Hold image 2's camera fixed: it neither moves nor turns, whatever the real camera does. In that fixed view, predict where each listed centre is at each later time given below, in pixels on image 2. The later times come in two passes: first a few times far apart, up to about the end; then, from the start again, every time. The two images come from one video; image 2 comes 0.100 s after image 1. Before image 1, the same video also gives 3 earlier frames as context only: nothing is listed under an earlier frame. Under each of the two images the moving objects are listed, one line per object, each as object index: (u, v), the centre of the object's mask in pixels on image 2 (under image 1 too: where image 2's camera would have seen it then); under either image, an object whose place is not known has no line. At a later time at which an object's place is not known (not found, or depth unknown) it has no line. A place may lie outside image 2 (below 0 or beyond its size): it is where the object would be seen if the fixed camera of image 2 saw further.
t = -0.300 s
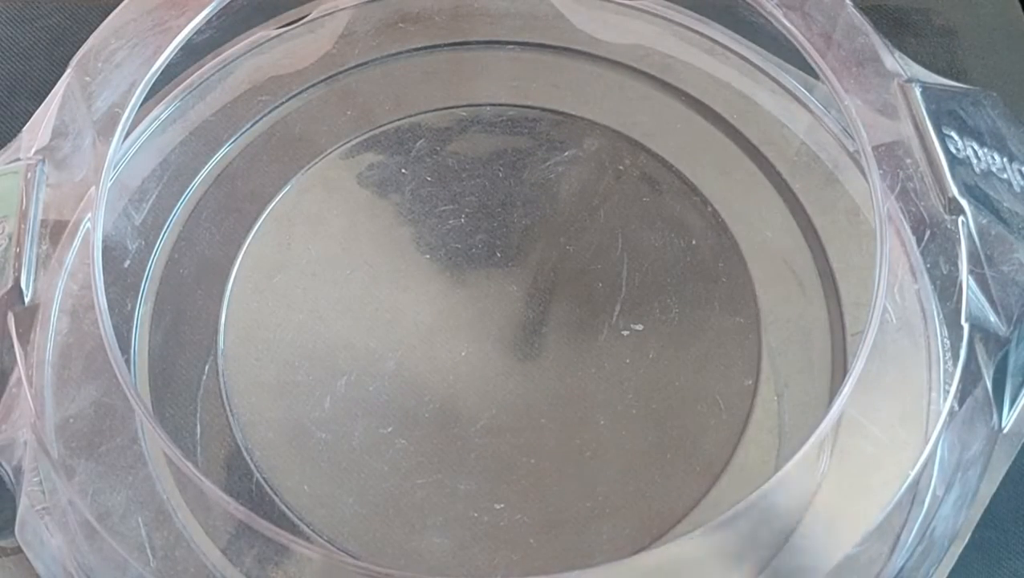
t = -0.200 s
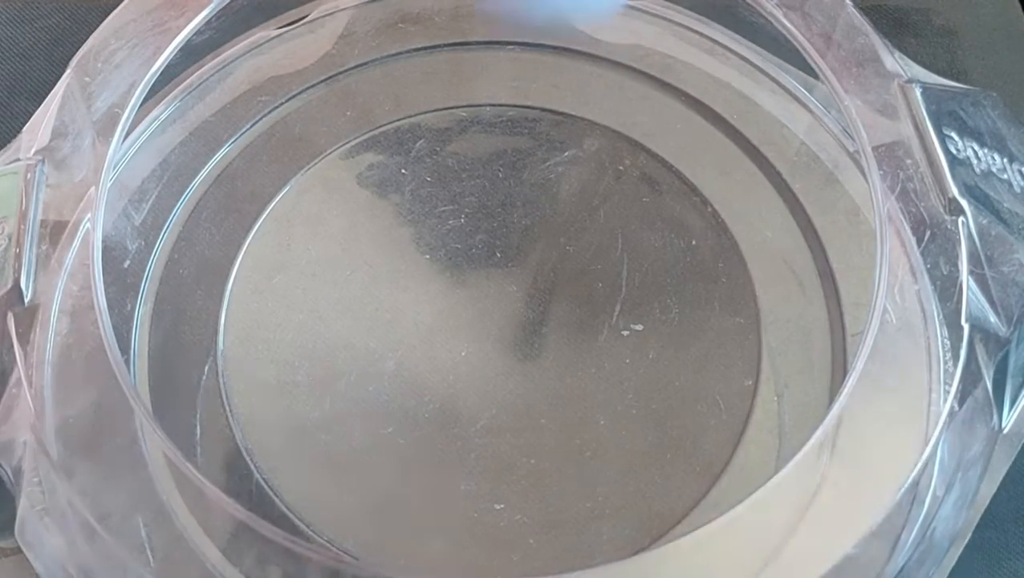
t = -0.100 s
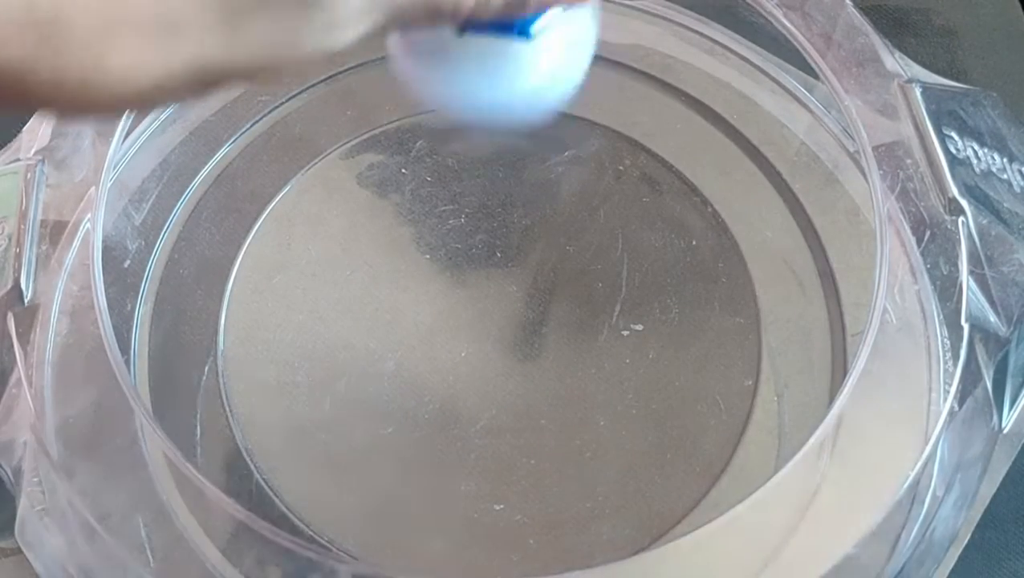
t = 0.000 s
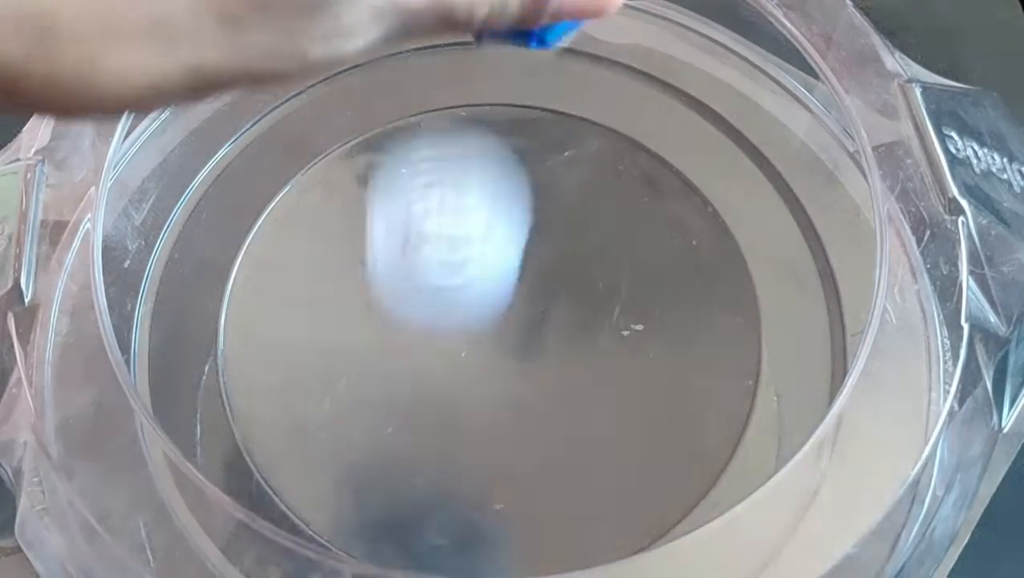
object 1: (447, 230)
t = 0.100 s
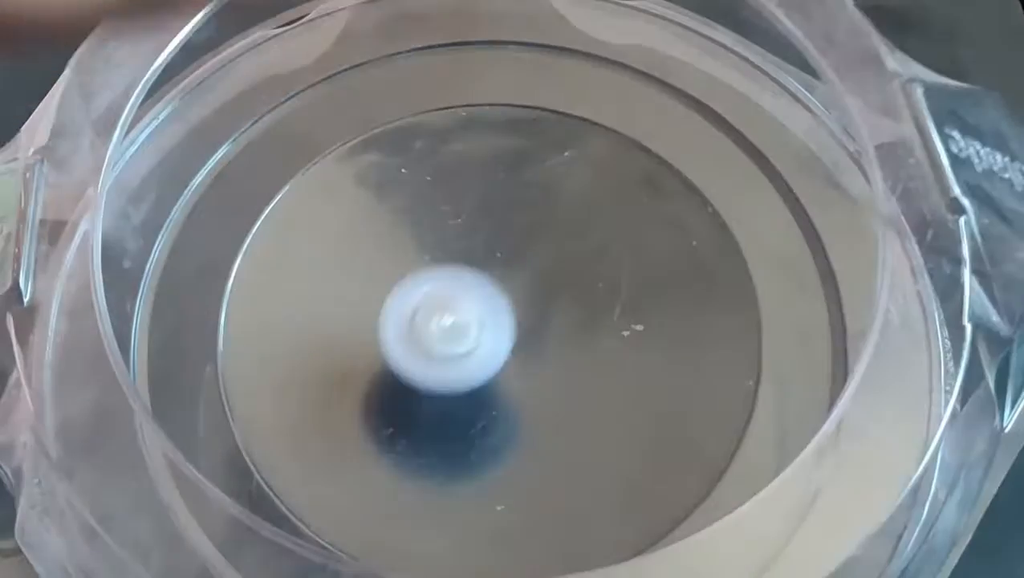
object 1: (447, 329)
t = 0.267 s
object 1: (509, 322)
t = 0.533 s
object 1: (528, 266)
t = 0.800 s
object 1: (484, 288)
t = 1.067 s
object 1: (483, 322)
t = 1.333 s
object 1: (505, 327)
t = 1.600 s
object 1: (519, 324)
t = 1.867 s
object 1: (523, 321)
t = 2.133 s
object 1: (519, 321)
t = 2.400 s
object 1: (513, 326)
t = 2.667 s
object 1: (505, 333)
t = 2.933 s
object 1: (498, 340)
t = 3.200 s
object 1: (493, 345)
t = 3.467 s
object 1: (490, 348)
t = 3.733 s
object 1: (487, 346)
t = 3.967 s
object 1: (484, 342)
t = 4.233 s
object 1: (480, 335)
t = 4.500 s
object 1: (477, 328)
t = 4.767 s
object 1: (475, 322)
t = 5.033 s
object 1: (475, 317)
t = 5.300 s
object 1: (478, 313)
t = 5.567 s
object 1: (483, 311)
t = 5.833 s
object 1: (490, 310)
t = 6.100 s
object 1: (497, 310)
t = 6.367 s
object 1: (502, 311)
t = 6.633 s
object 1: (507, 314)
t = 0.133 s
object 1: (456, 322)
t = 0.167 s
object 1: (467, 328)
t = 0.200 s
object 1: (480, 331)
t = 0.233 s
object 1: (495, 328)
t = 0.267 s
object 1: (509, 322)
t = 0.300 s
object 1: (520, 315)
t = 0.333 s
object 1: (529, 307)
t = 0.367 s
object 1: (535, 299)
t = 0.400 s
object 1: (539, 290)
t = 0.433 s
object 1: (540, 281)
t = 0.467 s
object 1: (537, 274)
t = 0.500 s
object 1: (533, 269)
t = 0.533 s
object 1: (528, 266)
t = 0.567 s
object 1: (523, 264)
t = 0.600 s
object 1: (518, 264)
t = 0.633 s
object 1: (513, 265)
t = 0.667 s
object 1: (508, 268)
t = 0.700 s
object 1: (503, 271)
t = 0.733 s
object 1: (496, 276)
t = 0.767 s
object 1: (490, 282)
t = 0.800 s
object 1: (484, 288)
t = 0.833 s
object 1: (480, 294)
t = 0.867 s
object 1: (476, 300)
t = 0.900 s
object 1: (475, 305)
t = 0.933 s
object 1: (475, 310)
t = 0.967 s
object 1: (476, 314)
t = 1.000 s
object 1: (478, 317)
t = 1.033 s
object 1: (480, 320)
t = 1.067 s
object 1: (483, 322)
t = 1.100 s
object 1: (486, 323)
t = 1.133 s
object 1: (489, 325)
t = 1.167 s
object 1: (492, 325)
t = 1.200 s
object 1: (495, 326)
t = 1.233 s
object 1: (497, 326)
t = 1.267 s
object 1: (500, 327)
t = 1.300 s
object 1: (503, 327)
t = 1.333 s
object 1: (505, 327)
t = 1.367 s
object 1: (507, 327)
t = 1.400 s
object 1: (510, 326)
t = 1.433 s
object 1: (512, 326)
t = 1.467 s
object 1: (513, 326)
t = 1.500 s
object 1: (515, 325)
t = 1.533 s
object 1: (517, 325)
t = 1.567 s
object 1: (518, 325)
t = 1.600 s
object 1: (519, 324)
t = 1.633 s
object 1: (520, 324)
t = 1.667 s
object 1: (521, 323)
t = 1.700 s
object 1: (522, 323)
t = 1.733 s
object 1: (523, 322)
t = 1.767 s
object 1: (523, 322)
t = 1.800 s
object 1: (523, 321)
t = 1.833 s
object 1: (523, 321)
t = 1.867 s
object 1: (523, 321)
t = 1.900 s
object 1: (523, 321)
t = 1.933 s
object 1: (523, 320)
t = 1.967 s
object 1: (523, 320)
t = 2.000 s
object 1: (522, 320)
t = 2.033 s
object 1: (521, 320)
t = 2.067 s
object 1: (521, 320)
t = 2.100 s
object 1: (520, 320)
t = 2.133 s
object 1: (519, 321)
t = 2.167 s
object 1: (519, 321)
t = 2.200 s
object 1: (518, 322)
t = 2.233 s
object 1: (517, 322)
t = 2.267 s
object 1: (516, 323)
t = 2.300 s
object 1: (515, 323)
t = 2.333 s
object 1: (515, 324)
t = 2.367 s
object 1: (514, 325)
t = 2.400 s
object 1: (513, 326)
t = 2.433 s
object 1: (512, 326)
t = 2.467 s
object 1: (511, 327)
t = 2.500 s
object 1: (510, 328)
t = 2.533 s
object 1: (509, 329)
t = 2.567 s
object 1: (508, 330)
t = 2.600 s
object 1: (507, 331)
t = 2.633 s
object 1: (506, 332)
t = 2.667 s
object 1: (505, 333)
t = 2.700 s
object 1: (504, 333)
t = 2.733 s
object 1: (503, 335)
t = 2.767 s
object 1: (502, 335)
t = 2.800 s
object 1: (501, 337)
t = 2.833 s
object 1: (500, 337)
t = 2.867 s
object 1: (500, 339)
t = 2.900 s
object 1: (499, 339)
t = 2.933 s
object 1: (498, 340)
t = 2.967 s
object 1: (497, 341)
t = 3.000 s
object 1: (497, 342)
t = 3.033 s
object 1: (496, 343)
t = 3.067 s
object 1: (496, 343)
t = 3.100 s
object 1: (495, 344)
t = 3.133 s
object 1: (495, 344)
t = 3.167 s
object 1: (494, 345)
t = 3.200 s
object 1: (493, 345)
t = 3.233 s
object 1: (493, 346)
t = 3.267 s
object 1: (493, 346)
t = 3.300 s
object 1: (492, 346)
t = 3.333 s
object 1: (492, 347)
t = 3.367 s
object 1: (491, 347)
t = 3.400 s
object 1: (491, 347)
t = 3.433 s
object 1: (491, 347)
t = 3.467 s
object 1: (490, 348)
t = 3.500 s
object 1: (490, 348)
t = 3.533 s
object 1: (490, 348)
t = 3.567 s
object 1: (489, 348)
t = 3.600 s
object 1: (489, 348)
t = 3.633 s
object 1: (488, 348)
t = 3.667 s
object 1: (488, 347)
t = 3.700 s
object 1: (487, 347)
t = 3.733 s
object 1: (487, 346)
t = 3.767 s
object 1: (487, 346)
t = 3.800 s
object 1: (486, 345)
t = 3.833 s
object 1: (486, 345)
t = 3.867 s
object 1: (485, 344)
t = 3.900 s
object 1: (485, 343)
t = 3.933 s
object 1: (484, 343)
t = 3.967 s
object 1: (484, 342)
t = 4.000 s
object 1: (483, 341)
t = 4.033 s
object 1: (483, 340)
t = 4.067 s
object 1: (482, 339)
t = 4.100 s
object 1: (482, 338)
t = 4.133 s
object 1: (482, 337)
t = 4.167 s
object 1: (481, 337)
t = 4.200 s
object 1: (481, 336)
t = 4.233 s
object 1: (480, 335)
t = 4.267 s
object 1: (479, 334)
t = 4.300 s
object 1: (479, 333)
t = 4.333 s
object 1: (479, 332)
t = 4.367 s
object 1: (478, 332)
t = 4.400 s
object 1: (478, 331)
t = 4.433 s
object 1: (478, 330)
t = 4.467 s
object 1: (477, 329)
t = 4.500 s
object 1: (477, 328)
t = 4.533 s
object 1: (476, 328)
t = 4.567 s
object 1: (476, 327)
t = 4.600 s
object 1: (476, 326)
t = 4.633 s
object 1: (476, 325)
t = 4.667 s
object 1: (475, 324)
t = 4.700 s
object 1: (475, 323)
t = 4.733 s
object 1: (475, 323)
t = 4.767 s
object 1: (475, 322)
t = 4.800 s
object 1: (474, 321)
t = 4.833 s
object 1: (474, 321)
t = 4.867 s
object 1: (474, 320)
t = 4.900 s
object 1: (474, 319)
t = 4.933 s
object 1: (475, 318)
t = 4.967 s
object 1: (475, 318)
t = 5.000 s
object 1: (475, 317)
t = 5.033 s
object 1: (475, 317)
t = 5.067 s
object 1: (475, 316)
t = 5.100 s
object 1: (475, 316)
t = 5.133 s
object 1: (476, 315)
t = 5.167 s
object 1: (476, 315)
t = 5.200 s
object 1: (476, 315)
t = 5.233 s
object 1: (477, 314)
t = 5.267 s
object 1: (477, 314)
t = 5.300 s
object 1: (478, 313)
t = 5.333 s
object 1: (478, 313)
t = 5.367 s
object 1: (479, 313)
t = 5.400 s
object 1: (480, 312)
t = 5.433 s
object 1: (480, 312)
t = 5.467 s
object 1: (481, 312)
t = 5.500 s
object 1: (482, 312)
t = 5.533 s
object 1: (483, 311)
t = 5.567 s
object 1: (483, 311)
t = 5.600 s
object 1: (484, 311)
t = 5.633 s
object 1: (485, 311)
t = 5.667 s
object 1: (486, 311)
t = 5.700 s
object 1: (487, 310)
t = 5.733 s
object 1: (488, 310)
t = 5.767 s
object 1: (488, 310)
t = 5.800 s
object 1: (489, 310)
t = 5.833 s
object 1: (490, 310)
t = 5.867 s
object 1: (491, 310)
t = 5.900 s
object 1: (492, 310)
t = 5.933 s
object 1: (493, 310)
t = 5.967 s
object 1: (494, 310)
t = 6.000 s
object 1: (495, 310)
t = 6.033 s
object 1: (496, 310)
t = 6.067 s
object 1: (497, 310)
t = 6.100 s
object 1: (497, 310)
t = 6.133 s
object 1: (498, 310)
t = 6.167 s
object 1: (499, 310)
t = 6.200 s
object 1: (499, 310)
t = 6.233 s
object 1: (500, 310)
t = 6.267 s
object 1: (500, 310)
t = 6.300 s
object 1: (501, 310)
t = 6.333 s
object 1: (502, 311)
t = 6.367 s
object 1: (502, 311)
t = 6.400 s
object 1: (503, 311)
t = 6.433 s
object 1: (504, 311)
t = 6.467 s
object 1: (504, 312)
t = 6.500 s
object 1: (505, 312)
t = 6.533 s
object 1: (505, 312)
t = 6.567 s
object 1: (506, 313)
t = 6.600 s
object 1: (506, 314)
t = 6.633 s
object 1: (507, 314)
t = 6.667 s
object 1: (507, 315)
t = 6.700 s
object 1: (507, 315)
